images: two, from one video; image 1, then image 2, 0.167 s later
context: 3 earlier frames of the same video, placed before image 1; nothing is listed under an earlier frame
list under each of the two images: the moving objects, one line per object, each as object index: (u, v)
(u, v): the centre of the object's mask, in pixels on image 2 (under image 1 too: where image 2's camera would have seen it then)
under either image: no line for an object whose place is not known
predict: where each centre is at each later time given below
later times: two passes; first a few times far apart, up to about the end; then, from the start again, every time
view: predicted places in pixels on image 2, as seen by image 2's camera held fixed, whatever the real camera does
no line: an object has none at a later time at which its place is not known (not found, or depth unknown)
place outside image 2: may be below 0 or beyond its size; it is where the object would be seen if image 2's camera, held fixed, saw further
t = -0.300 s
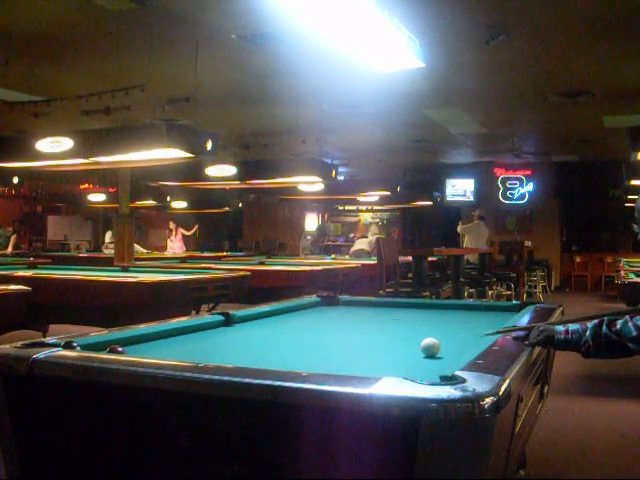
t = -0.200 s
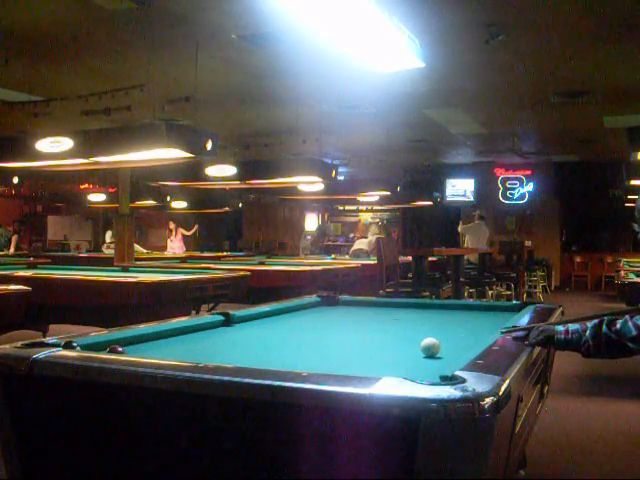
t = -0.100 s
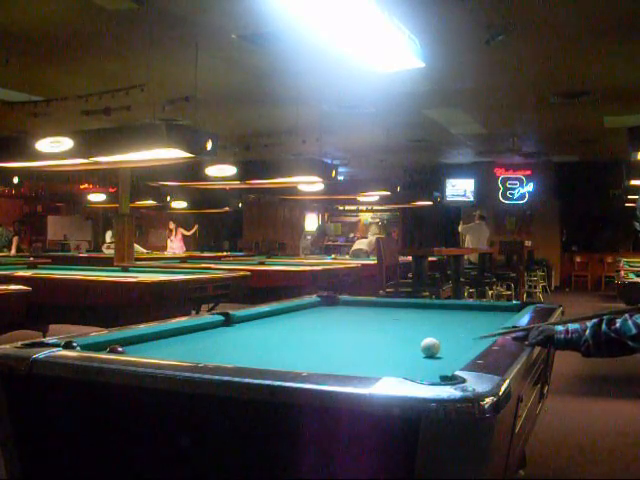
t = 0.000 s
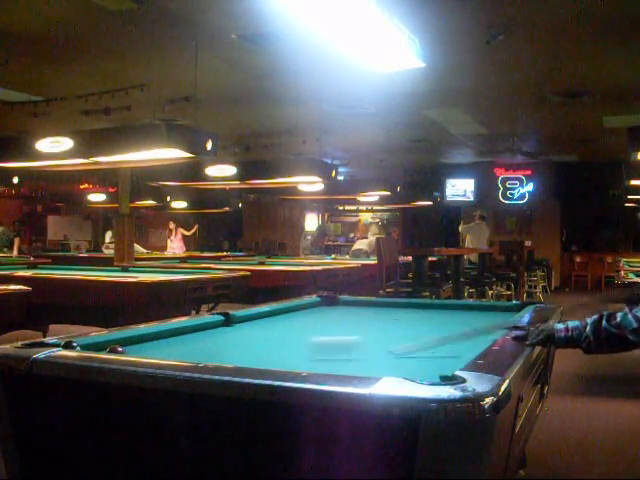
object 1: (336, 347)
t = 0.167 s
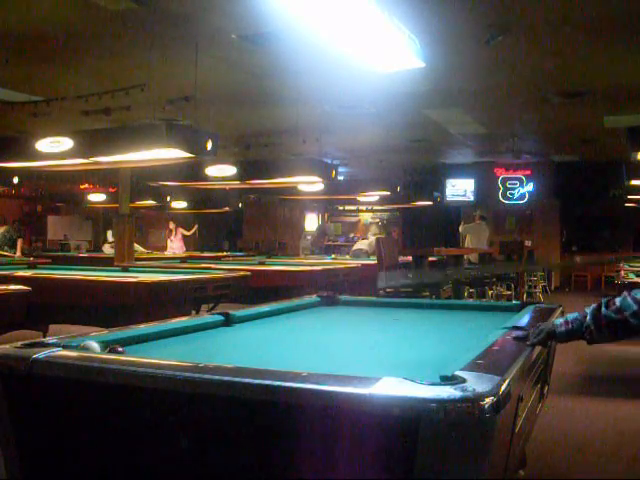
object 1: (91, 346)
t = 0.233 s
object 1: (86, 347)
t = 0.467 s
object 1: (84, 346)
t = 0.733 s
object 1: (83, 345)
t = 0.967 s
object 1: (95, 345)
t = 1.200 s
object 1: (104, 344)
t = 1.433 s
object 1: (115, 343)
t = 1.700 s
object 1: (123, 343)
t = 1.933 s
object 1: (127, 343)
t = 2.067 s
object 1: (128, 343)
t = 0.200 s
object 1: (88, 347)
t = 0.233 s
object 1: (86, 347)
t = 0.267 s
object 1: (84, 347)
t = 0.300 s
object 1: (84, 347)
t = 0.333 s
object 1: (84, 347)
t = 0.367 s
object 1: (84, 347)
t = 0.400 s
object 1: (84, 347)
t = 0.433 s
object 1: (84, 347)
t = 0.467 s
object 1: (84, 346)
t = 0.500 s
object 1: (84, 346)
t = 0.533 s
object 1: (84, 346)
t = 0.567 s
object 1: (84, 346)
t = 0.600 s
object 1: (84, 346)
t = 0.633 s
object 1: (83, 345)
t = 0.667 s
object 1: (84, 345)
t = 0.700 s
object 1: (84, 345)
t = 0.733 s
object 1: (83, 345)
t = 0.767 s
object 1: (85, 345)
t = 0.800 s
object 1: (87, 345)
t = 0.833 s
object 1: (88, 345)
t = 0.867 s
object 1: (90, 345)
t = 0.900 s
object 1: (91, 345)
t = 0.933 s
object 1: (93, 345)
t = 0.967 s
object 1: (95, 345)
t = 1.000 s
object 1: (97, 345)
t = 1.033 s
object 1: (98, 345)
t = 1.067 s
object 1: (100, 345)
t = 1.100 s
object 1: (101, 345)
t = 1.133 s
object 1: (102, 344)
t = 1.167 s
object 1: (103, 344)
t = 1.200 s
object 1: (104, 344)
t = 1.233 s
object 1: (107, 344)
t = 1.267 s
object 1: (108, 344)
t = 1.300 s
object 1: (110, 343)
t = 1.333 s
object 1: (111, 343)
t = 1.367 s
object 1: (112, 343)
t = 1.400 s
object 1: (113, 343)
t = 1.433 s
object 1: (115, 343)
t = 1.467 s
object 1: (116, 343)
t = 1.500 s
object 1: (117, 343)
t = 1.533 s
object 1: (117, 342)
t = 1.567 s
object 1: (119, 342)
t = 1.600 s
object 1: (120, 343)
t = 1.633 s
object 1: (121, 342)
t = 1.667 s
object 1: (122, 343)
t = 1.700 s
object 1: (123, 343)
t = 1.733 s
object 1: (124, 343)
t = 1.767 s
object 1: (125, 343)
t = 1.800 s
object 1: (125, 343)
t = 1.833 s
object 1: (126, 343)
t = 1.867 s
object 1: (126, 343)
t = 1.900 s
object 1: (126, 343)
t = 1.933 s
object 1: (127, 343)
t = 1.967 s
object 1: (127, 343)
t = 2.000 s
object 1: (127, 343)
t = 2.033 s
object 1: (127, 343)
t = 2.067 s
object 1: (128, 343)
